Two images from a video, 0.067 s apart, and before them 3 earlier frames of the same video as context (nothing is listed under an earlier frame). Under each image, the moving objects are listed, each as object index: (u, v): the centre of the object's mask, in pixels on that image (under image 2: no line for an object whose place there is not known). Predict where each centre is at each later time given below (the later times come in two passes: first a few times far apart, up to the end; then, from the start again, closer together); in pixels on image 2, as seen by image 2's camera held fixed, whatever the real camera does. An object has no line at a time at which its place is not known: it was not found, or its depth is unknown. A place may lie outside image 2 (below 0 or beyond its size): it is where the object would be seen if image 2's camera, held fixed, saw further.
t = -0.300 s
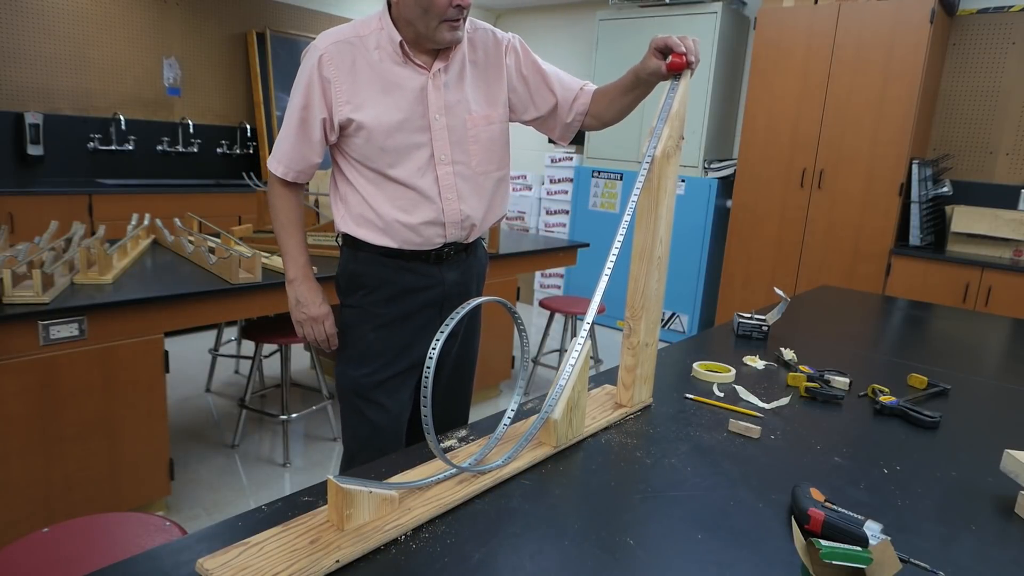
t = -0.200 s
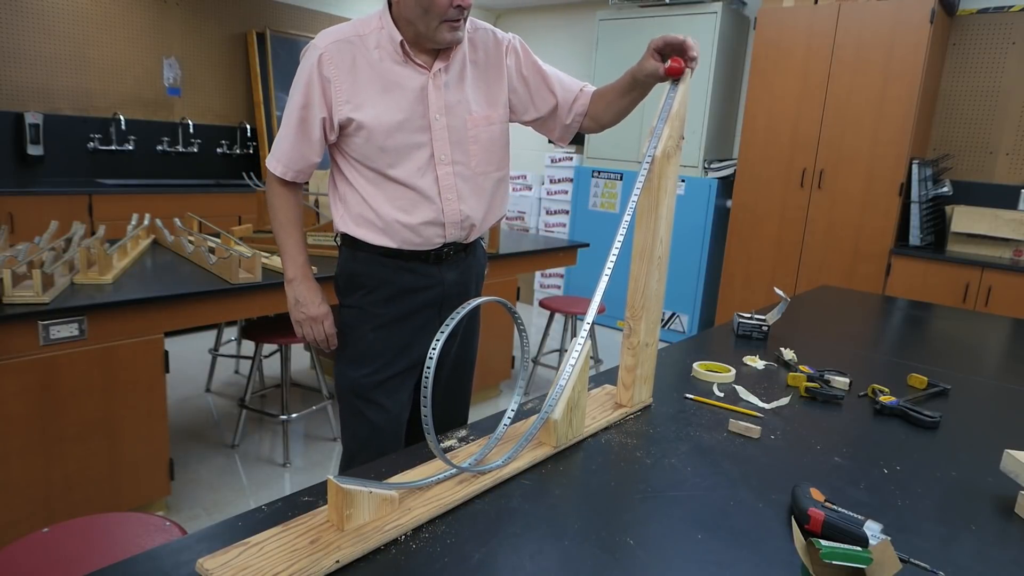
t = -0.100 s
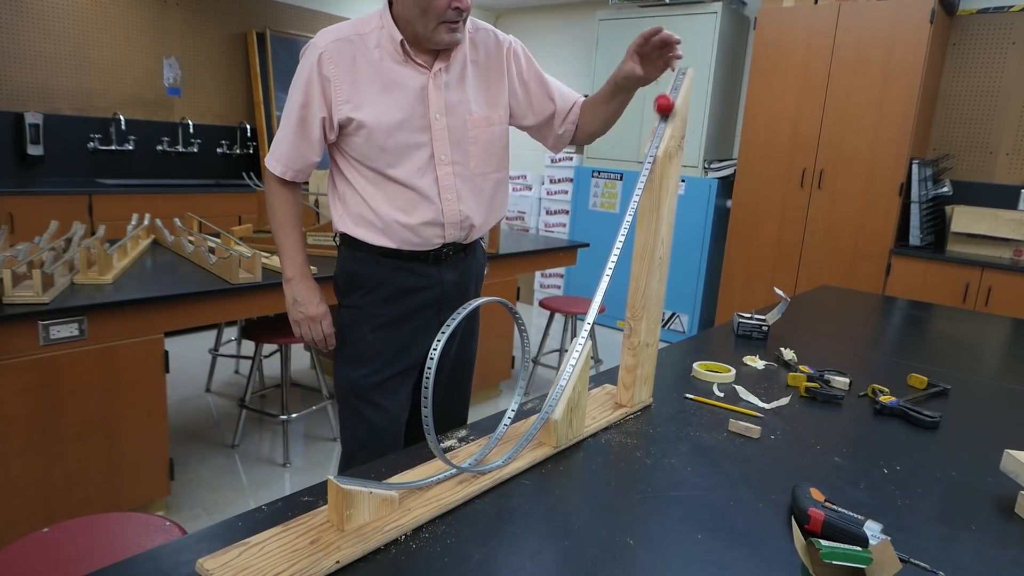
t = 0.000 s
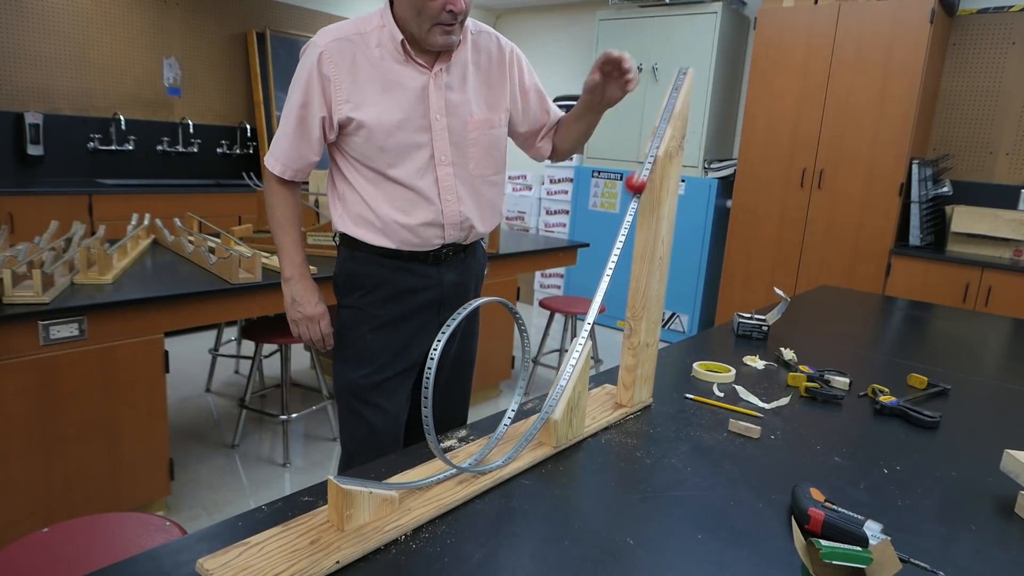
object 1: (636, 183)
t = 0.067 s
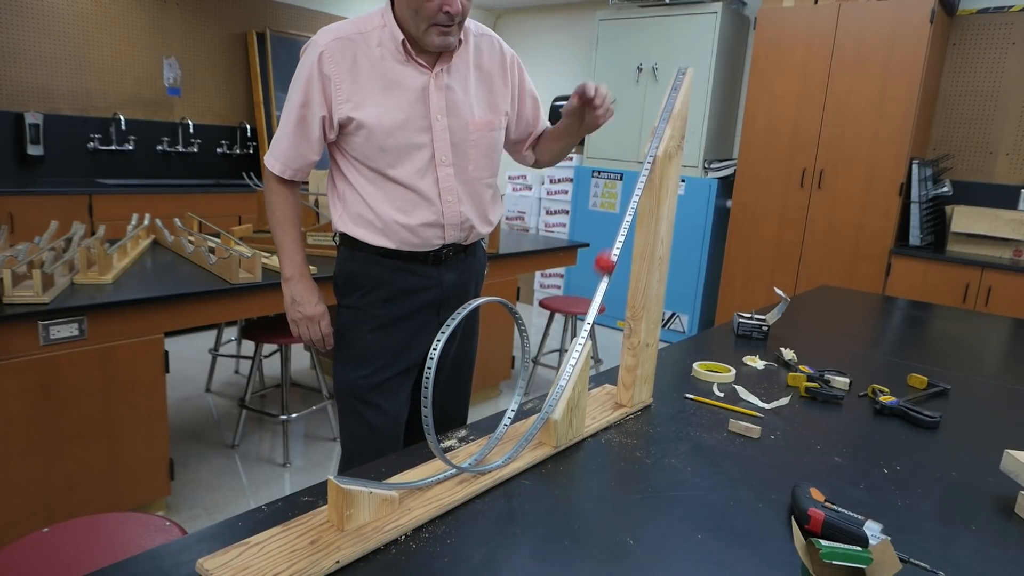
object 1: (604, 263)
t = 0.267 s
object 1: (441, 414)
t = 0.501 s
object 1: (480, 443)
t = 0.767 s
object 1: (26, 553)
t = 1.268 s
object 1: (71, 539)
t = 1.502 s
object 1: (160, 511)
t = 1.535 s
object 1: (168, 519)
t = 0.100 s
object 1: (587, 310)
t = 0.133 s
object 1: (562, 364)
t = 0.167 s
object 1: (534, 416)
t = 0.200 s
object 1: (493, 453)
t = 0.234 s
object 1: (457, 450)
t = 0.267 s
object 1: (441, 414)
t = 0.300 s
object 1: (445, 366)
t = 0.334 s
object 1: (465, 330)
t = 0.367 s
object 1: (487, 314)
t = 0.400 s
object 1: (508, 322)
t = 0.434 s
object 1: (519, 356)
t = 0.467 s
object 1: (508, 401)
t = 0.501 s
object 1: (480, 443)
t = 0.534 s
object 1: (437, 466)
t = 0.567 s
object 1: (396, 470)
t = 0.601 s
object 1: (354, 464)
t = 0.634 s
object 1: (307, 459)
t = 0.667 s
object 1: (251, 463)
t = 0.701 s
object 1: (187, 478)
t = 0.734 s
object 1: (113, 505)
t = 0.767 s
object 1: (26, 553)
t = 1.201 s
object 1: (36, 565)
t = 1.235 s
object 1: (53, 551)
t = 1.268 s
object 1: (71, 539)
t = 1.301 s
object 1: (90, 538)
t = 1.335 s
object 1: (108, 546)
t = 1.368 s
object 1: (127, 562)
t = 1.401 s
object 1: (135, 542)
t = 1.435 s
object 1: (143, 522)
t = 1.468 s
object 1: (151, 512)
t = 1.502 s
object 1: (160, 511)
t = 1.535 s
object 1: (168, 519)
